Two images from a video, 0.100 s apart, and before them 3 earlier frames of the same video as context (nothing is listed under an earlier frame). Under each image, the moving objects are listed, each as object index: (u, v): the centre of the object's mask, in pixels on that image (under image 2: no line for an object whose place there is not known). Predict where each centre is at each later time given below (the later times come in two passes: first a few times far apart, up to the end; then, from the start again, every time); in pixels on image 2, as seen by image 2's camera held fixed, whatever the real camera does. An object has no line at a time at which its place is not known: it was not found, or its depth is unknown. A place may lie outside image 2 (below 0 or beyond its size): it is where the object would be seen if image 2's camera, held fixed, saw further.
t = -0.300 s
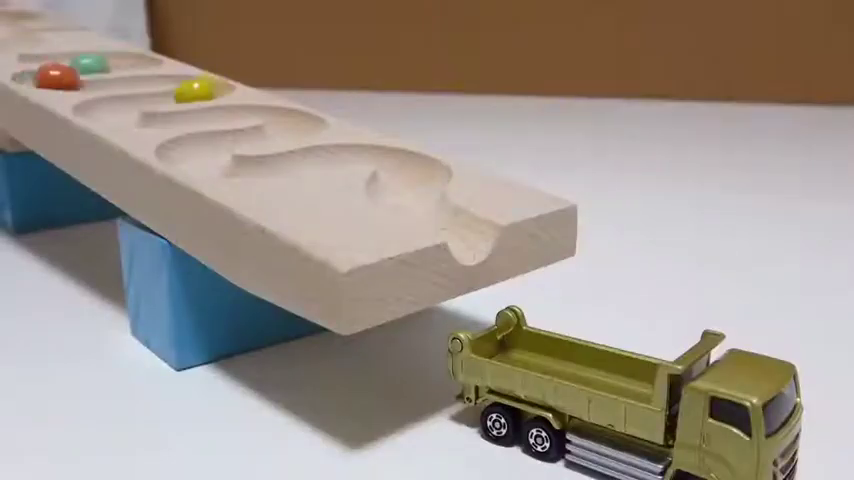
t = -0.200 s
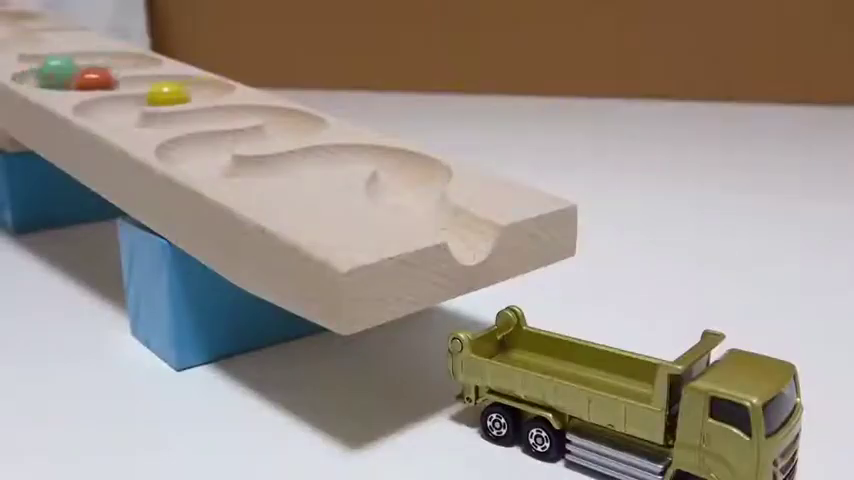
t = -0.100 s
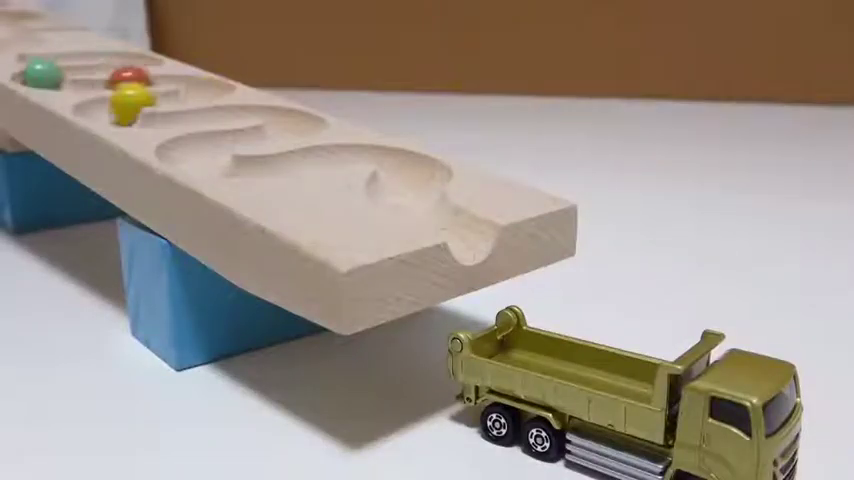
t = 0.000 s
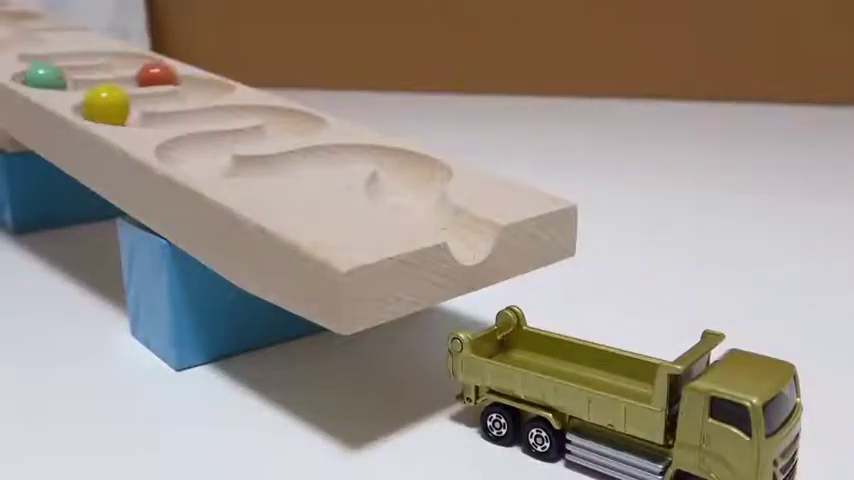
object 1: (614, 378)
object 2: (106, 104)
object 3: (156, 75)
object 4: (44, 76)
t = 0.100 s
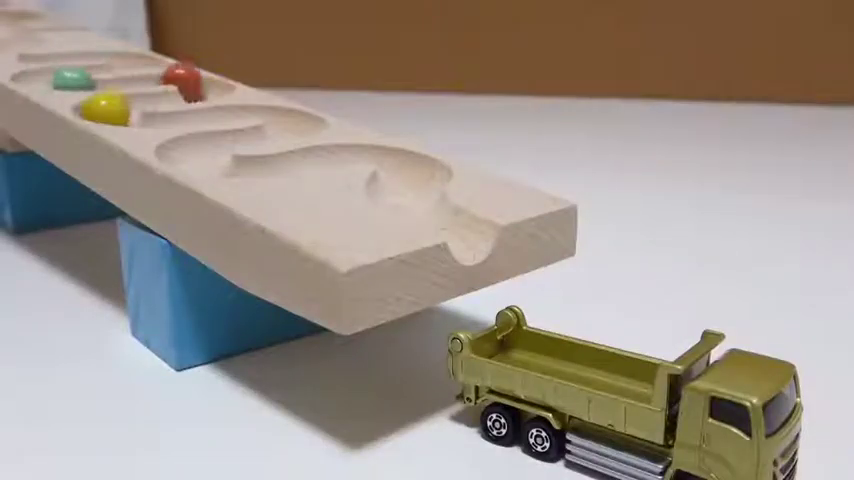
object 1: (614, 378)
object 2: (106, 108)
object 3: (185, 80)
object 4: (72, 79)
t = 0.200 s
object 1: (614, 378)
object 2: (129, 113)
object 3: (205, 84)
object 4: (111, 78)
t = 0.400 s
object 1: (614, 378)
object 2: (209, 111)
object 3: (189, 89)
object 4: (169, 72)
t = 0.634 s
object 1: (614, 378)
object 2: (277, 117)
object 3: (118, 103)
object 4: (209, 86)
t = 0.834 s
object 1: (614, 378)
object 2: (295, 124)
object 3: (110, 109)
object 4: (156, 94)
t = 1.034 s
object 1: (614, 378)
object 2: (231, 139)
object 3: (186, 112)
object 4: (110, 104)
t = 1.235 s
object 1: (613, 378)
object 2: (193, 150)
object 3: (251, 107)
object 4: (126, 113)
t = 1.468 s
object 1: (613, 378)
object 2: (260, 160)
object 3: (302, 119)
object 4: (208, 111)
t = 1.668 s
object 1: (613, 378)
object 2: (335, 151)
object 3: (248, 133)
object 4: (268, 111)
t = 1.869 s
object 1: (613, 378)
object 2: (406, 166)
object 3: (194, 148)
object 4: (301, 121)
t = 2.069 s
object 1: (613, 378)
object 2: (405, 185)
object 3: (227, 160)
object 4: (250, 131)
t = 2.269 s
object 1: (613, 378)
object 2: (423, 201)
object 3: (307, 156)
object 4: (192, 149)
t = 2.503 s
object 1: (615, 379)
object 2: (518, 273)
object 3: (382, 149)
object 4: (244, 161)
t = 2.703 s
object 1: (604, 382)
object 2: (632, 367)
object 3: (417, 177)
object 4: (322, 153)
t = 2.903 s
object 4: (380, 150)
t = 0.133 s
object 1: (614, 378)
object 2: (110, 110)
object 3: (192, 82)
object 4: (85, 80)
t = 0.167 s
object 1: (614, 378)
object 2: (117, 112)
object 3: (198, 84)
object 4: (99, 79)
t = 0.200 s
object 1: (614, 378)
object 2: (129, 113)
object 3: (205, 84)
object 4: (111, 78)
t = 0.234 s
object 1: (614, 378)
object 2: (141, 114)
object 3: (210, 84)
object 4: (123, 78)
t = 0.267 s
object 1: (614, 378)
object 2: (156, 114)
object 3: (211, 84)
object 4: (133, 78)
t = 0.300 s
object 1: (614, 378)
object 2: (170, 114)
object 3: (209, 85)
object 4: (143, 77)
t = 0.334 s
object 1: (614, 378)
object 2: (184, 113)
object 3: (204, 87)
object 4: (154, 76)
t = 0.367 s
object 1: (614, 378)
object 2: (197, 112)
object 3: (198, 87)
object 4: (163, 74)
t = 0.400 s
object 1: (614, 378)
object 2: (209, 111)
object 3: (189, 89)
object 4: (169, 72)
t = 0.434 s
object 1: (614, 378)
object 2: (220, 109)
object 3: (183, 91)
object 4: (178, 72)
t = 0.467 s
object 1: (614, 378)
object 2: (229, 109)
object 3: (173, 93)
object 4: (195, 79)
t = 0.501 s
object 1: (613, 378)
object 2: (238, 107)
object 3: (163, 93)
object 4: (200, 83)
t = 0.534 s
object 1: (613, 378)
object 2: (247, 106)
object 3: (149, 96)
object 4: (205, 84)
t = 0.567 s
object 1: (614, 378)
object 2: (259, 108)
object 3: (136, 100)
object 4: (210, 84)
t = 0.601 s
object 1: (614, 378)
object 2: (269, 113)
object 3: (127, 102)
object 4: (211, 84)
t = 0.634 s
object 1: (614, 378)
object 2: (277, 117)
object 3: (118, 103)
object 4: (209, 86)
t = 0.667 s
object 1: (614, 378)
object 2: (286, 119)
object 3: (112, 104)
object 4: (201, 90)
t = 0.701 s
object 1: (614, 378)
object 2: (295, 119)
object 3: (108, 104)
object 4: (192, 92)
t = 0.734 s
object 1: (614, 378)
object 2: (301, 119)
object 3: (106, 106)
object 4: (185, 92)
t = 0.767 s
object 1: (614, 378)
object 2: (302, 120)
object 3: (106, 107)
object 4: (177, 92)
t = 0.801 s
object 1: (614, 378)
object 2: (299, 122)
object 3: (106, 107)
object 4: (168, 93)
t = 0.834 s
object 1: (614, 378)
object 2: (295, 124)
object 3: (110, 109)
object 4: (156, 94)
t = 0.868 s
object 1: (614, 378)
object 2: (287, 126)
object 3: (119, 111)
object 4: (148, 93)
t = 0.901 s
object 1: (614, 378)
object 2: (280, 127)
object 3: (130, 113)
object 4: (135, 91)
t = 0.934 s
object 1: (614, 379)
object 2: (271, 130)
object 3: (143, 114)
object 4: (119, 96)
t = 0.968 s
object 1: (614, 378)
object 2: (259, 132)
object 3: (159, 113)
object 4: (115, 102)
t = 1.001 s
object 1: (614, 378)
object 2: (247, 133)
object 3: (172, 113)
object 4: (111, 103)
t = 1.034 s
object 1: (614, 378)
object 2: (231, 139)
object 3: (186, 112)
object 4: (110, 104)
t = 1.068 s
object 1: (614, 378)
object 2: (218, 143)
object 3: (195, 111)
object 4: (110, 105)
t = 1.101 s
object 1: (614, 378)
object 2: (207, 145)
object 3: (208, 108)
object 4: (109, 107)
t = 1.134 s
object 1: (614, 378)
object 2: (199, 146)
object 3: (220, 108)
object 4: (109, 108)
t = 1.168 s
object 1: (613, 377)
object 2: (194, 147)
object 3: (228, 107)
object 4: (109, 108)
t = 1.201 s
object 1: (614, 378)
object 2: (192, 148)
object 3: (238, 107)
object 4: (115, 110)
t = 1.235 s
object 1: (613, 378)
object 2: (193, 150)
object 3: (251, 107)
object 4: (126, 113)
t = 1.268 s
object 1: (614, 378)
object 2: (196, 153)
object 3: (262, 110)
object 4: (140, 116)
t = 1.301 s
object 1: (613, 378)
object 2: (198, 155)
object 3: (272, 114)
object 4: (154, 116)
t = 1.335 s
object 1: (613, 378)
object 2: (205, 157)
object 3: (281, 117)
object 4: (167, 114)
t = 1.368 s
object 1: (613, 378)
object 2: (216, 159)
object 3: (289, 118)
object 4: (177, 112)
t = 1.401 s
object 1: (613, 378)
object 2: (231, 161)
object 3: (297, 118)
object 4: (187, 113)
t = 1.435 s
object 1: (613, 378)
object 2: (247, 161)
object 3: (302, 118)
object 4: (196, 112)
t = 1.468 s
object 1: (613, 378)
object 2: (260, 160)
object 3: (302, 119)
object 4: (208, 111)
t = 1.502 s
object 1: (613, 378)
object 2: (279, 160)
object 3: (298, 122)
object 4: (217, 110)
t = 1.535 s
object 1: (613, 378)
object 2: (292, 159)
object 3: (290, 124)
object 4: (227, 109)
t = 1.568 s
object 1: (613, 378)
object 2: (305, 157)
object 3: (280, 126)
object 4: (237, 108)
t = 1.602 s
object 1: (613, 378)
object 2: (316, 155)
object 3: (271, 129)
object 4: (244, 106)
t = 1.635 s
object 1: (613, 378)
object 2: (326, 152)
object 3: (260, 130)
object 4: (255, 104)
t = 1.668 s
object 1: (613, 378)
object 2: (335, 151)
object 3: (248, 133)
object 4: (268, 111)
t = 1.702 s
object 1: (613, 378)
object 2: (345, 148)
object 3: (233, 137)
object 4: (276, 116)
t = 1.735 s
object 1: (613, 378)
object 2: (354, 147)
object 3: (219, 142)
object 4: (284, 119)
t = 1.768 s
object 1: (613, 378)
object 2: (370, 153)
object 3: (207, 144)
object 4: (292, 118)
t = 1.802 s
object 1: (613, 378)
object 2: (383, 158)
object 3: (198, 144)
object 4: (300, 118)
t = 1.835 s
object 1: (613, 378)
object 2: (395, 162)
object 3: (194, 146)
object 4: (302, 118)
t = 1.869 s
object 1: (613, 378)
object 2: (406, 166)
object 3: (194, 148)
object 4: (301, 121)
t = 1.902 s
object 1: (613, 378)
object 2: (416, 166)
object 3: (196, 151)
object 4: (295, 124)
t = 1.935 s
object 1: (613, 378)
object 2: (421, 168)
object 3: (197, 153)
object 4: (289, 126)
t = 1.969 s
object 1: (613, 378)
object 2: (421, 174)
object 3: (198, 154)
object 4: (279, 127)
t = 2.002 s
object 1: (613, 378)
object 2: (417, 179)
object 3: (201, 154)
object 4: (270, 129)
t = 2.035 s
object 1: (613, 378)
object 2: (410, 182)
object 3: (212, 157)
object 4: (259, 131)
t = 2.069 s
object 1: (613, 378)
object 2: (405, 185)
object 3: (227, 160)
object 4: (250, 131)
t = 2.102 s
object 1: (613, 378)
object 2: (402, 187)
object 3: (242, 161)
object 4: (235, 133)
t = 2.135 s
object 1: (613, 378)
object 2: (401, 188)
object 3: (257, 160)
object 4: (218, 142)
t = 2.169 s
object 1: (613, 378)
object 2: (402, 191)
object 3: (272, 160)
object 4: (208, 145)
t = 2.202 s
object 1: (613, 378)
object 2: (408, 193)
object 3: (286, 158)
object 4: (199, 146)
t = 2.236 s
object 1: (613, 378)
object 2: (415, 198)
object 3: (297, 157)
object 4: (194, 147)
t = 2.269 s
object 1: (613, 378)
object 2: (423, 201)
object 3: (307, 156)
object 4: (192, 149)
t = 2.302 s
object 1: (613, 378)
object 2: (431, 204)
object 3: (317, 154)
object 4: (195, 151)
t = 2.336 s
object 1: (613, 378)
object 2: (441, 208)
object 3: (326, 152)
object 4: (197, 153)
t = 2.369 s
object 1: (613, 378)
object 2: (453, 213)
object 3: (335, 150)
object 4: (199, 155)
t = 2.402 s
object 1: (613, 378)
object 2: (467, 220)
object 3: (345, 148)
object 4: (205, 156)
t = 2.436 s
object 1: (613, 378)
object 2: (485, 229)
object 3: (359, 149)
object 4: (215, 157)
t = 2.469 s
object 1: (613, 378)
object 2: (502, 247)
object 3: (369, 147)
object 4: (229, 160)
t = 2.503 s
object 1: (615, 379)
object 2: (518, 273)
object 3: (382, 149)
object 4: (244, 161)
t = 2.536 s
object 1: (624, 383)
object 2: (542, 332)
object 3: (395, 150)
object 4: (259, 161)
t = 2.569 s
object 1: (620, 380)
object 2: (557, 345)
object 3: (407, 163)
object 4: (276, 160)
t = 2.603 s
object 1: (617, 380)
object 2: (578, 346)
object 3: (415, 162)
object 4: (289, 158)
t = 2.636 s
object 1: (616, 384)
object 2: (599, 356)
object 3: (421, 169)
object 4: (303, 157)
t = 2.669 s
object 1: (613, 391)
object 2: (617, 362)
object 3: (420, 173)
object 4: (312, 155)
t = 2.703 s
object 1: (604, 382)
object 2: (632, 367)
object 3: (417, 177)
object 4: (322, 153)
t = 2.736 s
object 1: (606, 383)
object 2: (634, 368)
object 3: (409, 180)
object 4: (328, 152)
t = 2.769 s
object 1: (606, 384)
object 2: (629, 365)
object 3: (403, 183)
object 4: (334, 148)
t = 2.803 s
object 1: (617, 394)
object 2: (622, 364)
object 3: (397, 185)
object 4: (344, 148)
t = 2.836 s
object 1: (615, 393)
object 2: (617, 362)
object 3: (396, 186)
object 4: (355, 148)
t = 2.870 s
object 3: (400, 189)
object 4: (366, 148)
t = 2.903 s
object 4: (380, 150)
